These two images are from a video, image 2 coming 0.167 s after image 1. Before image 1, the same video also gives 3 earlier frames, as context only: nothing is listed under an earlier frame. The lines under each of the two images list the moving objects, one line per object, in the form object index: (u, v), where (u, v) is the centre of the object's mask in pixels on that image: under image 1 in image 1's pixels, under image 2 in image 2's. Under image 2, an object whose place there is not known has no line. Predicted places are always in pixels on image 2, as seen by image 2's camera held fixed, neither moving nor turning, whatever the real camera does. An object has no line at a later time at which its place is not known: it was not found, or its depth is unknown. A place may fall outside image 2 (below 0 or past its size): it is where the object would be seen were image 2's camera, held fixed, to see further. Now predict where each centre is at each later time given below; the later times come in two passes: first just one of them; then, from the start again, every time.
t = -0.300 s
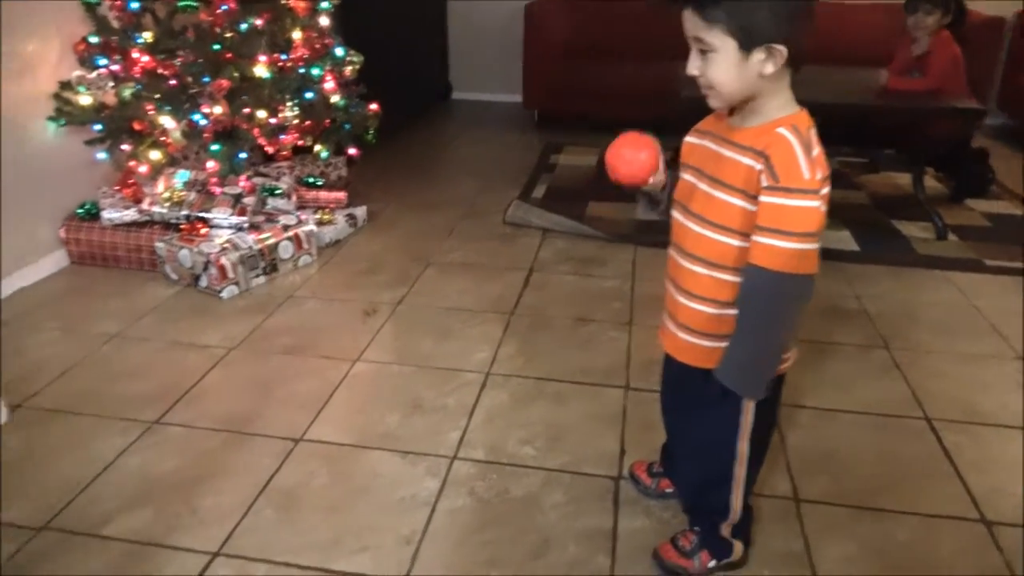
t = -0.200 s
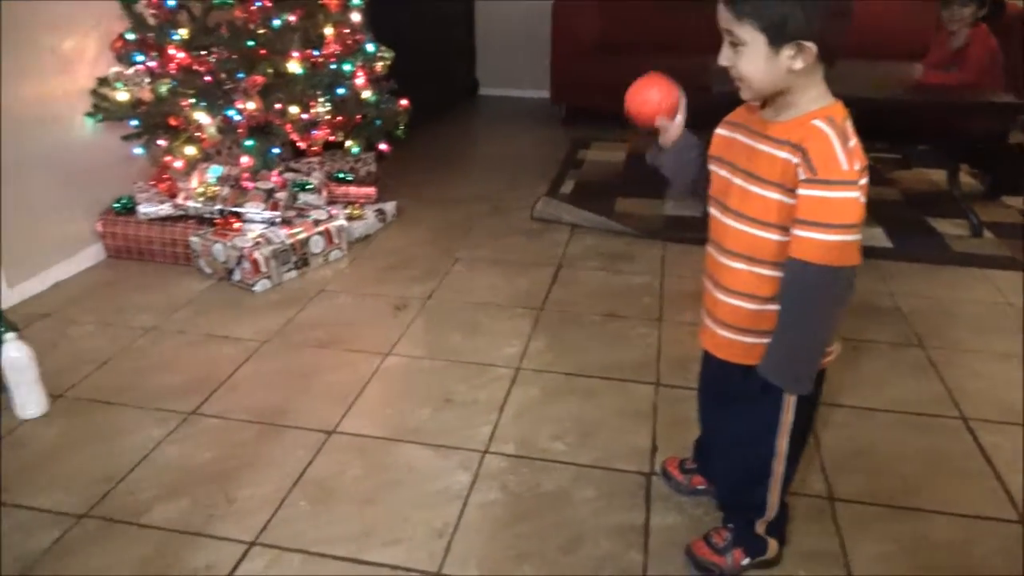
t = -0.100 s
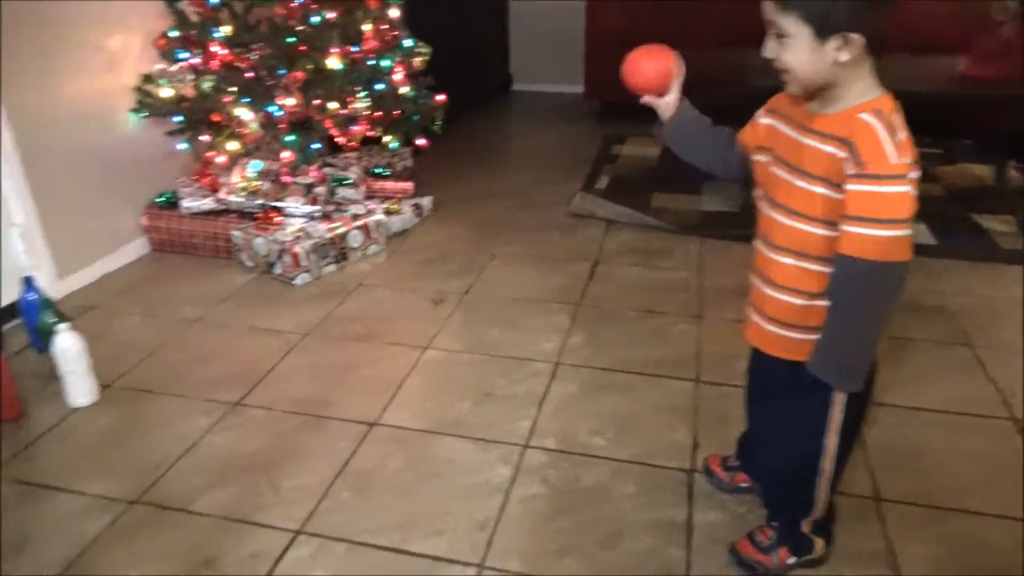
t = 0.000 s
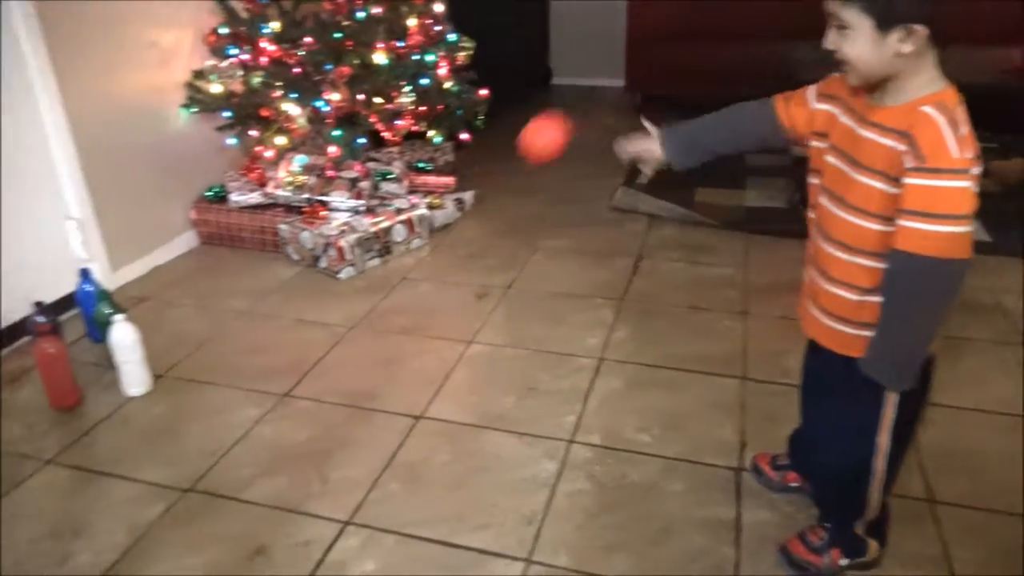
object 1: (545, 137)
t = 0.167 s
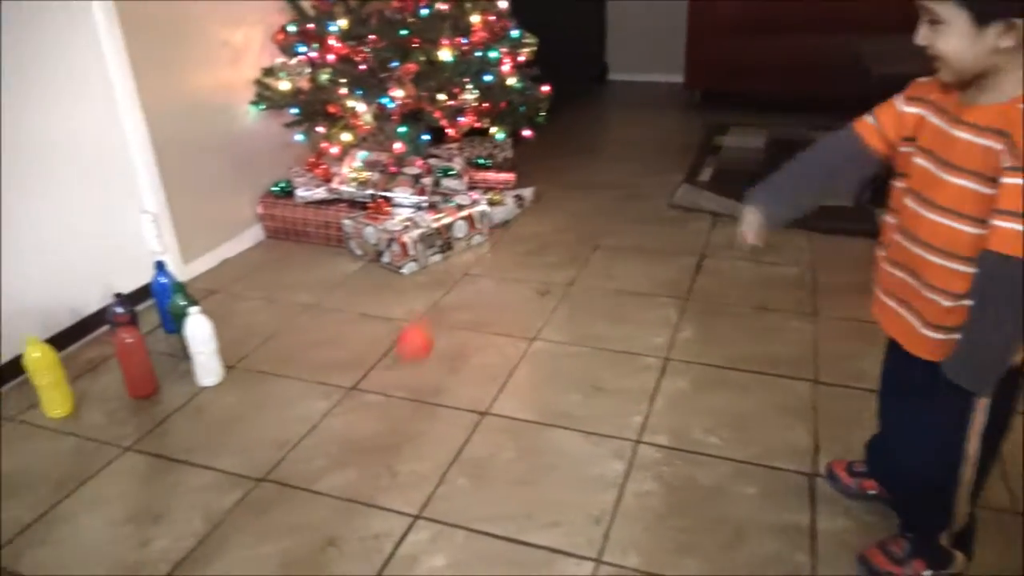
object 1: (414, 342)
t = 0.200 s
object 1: (386, 387)
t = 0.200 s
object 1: (386, 387)
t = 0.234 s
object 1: (365, 355)
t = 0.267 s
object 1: (347, 316)
